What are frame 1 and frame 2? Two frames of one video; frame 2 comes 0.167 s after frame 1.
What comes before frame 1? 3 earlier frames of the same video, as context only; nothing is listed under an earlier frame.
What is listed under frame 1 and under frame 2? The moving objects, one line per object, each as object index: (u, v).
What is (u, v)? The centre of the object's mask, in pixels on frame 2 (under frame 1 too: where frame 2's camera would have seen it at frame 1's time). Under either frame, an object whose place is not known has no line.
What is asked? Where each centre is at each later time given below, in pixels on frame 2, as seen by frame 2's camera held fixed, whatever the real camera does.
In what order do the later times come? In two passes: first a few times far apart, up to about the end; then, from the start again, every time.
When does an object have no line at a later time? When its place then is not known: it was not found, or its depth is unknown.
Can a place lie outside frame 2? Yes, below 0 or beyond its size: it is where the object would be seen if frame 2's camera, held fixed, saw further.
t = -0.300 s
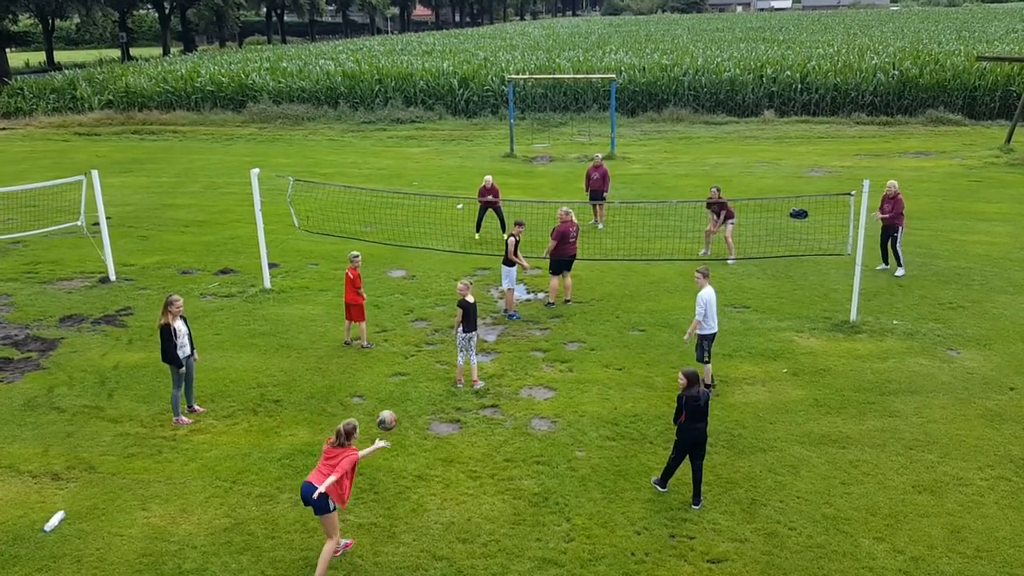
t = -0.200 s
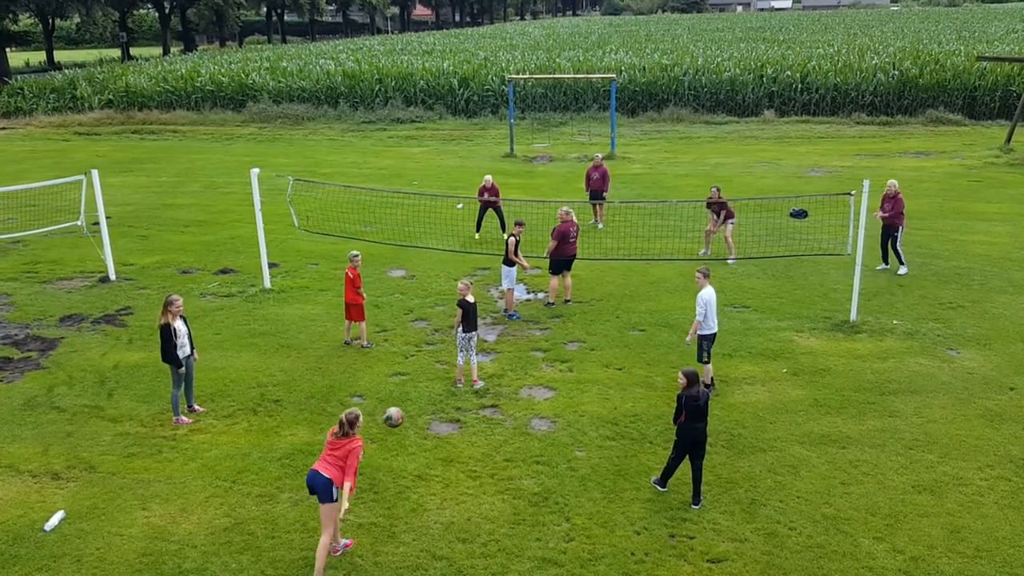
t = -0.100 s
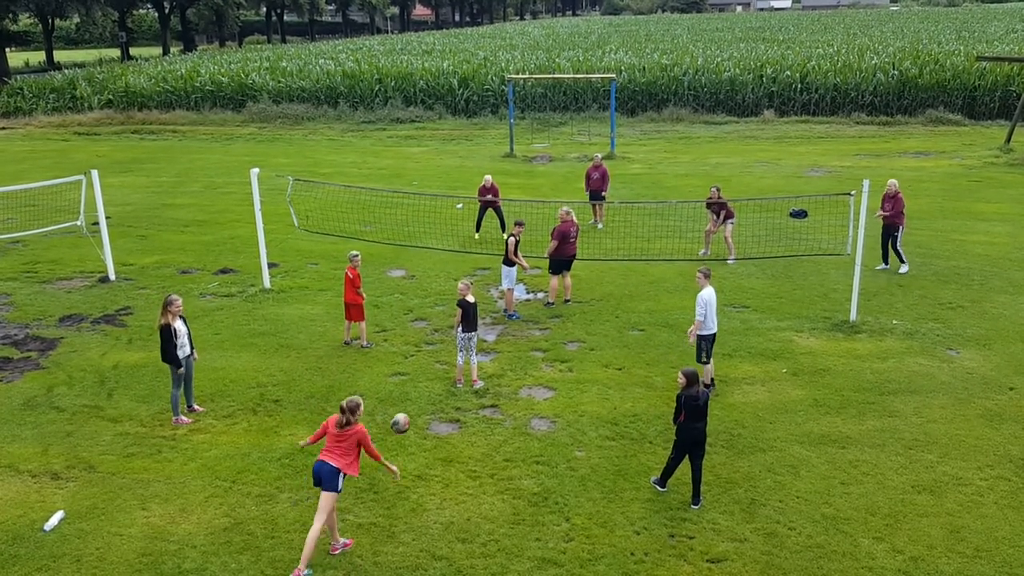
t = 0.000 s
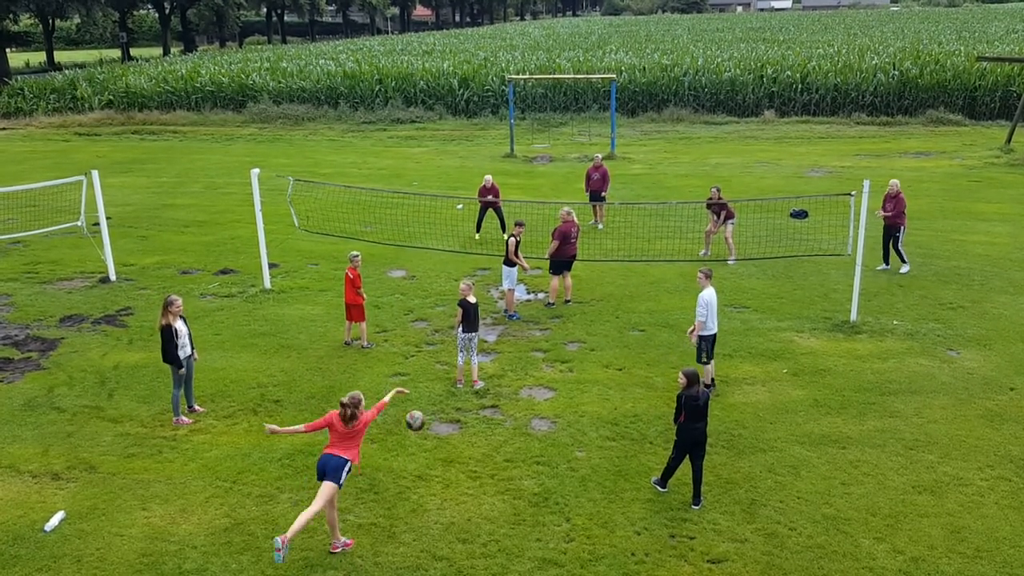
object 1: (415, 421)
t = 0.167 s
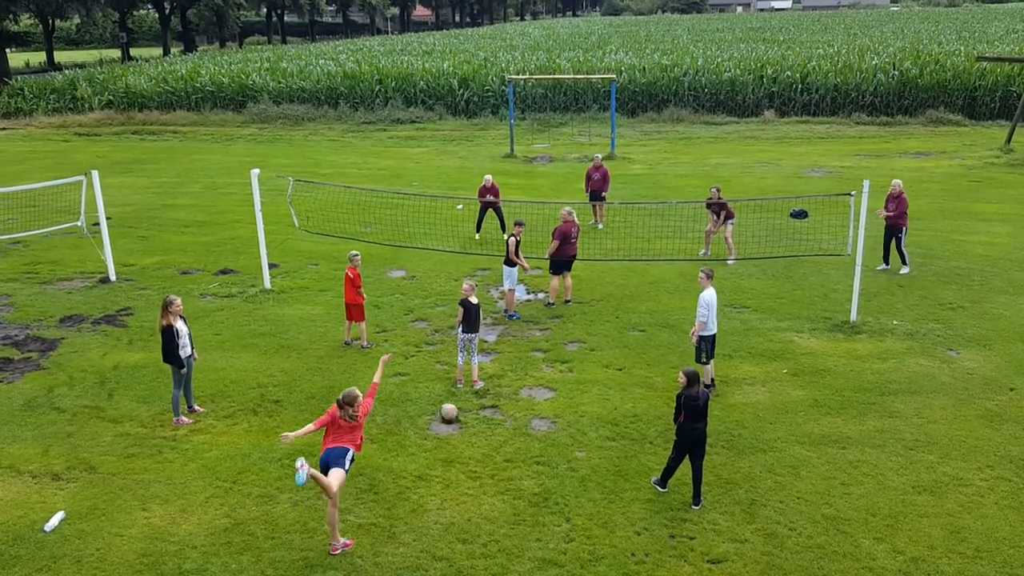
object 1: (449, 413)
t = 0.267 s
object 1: (469, 421)
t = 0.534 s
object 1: (523, 486)
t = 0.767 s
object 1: (566, 516)
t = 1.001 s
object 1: (610, 516)
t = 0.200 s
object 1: (455, 415)
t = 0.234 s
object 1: (462, 418)
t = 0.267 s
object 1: (469, 421)
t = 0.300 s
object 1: (476, 426)
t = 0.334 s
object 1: (483, 432)
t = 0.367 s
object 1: (490, 438)
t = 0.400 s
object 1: (496, 446)
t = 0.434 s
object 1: (503, 455)
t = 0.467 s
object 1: (510, 464)
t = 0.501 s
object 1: (516, 475)
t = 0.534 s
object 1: (523, 486)
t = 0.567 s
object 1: (530, 498)
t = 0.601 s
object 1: (537, 512)
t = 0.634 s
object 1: (543, 526)
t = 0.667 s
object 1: (549, 530)
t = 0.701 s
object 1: (555, 524)
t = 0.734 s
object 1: (561, 520)
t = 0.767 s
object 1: (566, 516)
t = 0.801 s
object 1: (573, 513)
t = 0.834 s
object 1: (578, 511)
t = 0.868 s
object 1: (585, 510)
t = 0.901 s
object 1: (591, 510)
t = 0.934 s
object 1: (597, 511)
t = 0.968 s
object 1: (604, 513)
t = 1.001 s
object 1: (610, 516)
